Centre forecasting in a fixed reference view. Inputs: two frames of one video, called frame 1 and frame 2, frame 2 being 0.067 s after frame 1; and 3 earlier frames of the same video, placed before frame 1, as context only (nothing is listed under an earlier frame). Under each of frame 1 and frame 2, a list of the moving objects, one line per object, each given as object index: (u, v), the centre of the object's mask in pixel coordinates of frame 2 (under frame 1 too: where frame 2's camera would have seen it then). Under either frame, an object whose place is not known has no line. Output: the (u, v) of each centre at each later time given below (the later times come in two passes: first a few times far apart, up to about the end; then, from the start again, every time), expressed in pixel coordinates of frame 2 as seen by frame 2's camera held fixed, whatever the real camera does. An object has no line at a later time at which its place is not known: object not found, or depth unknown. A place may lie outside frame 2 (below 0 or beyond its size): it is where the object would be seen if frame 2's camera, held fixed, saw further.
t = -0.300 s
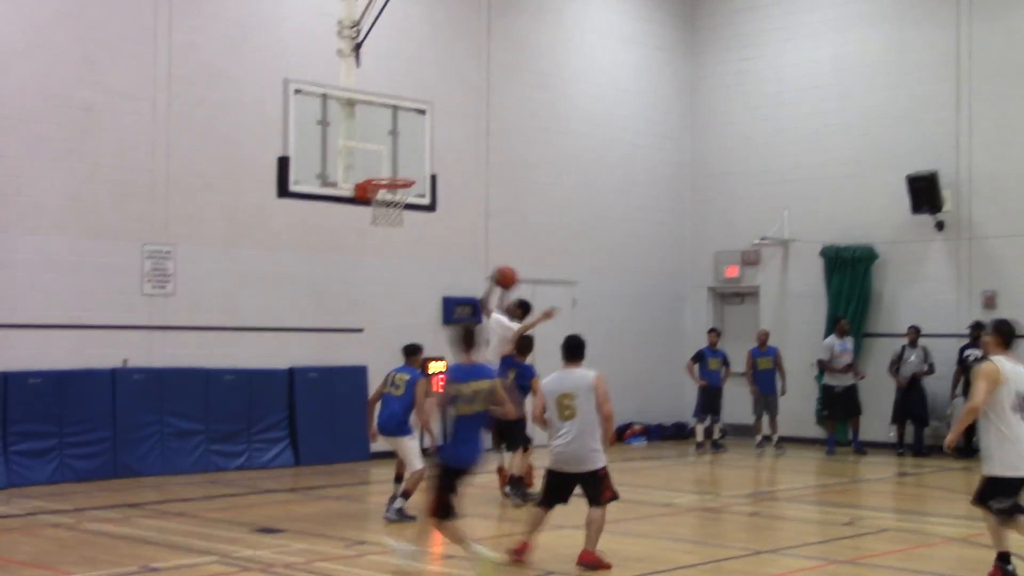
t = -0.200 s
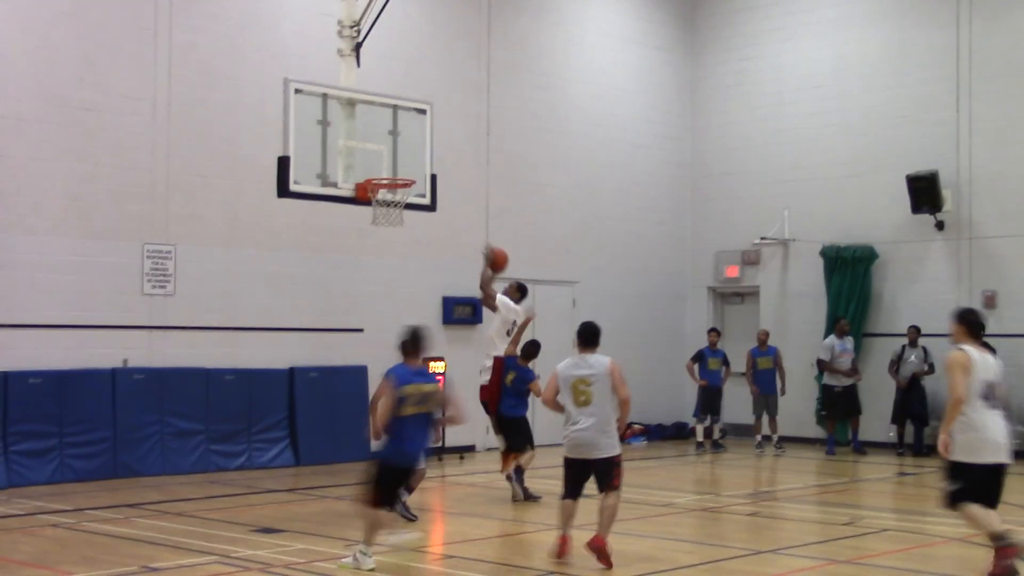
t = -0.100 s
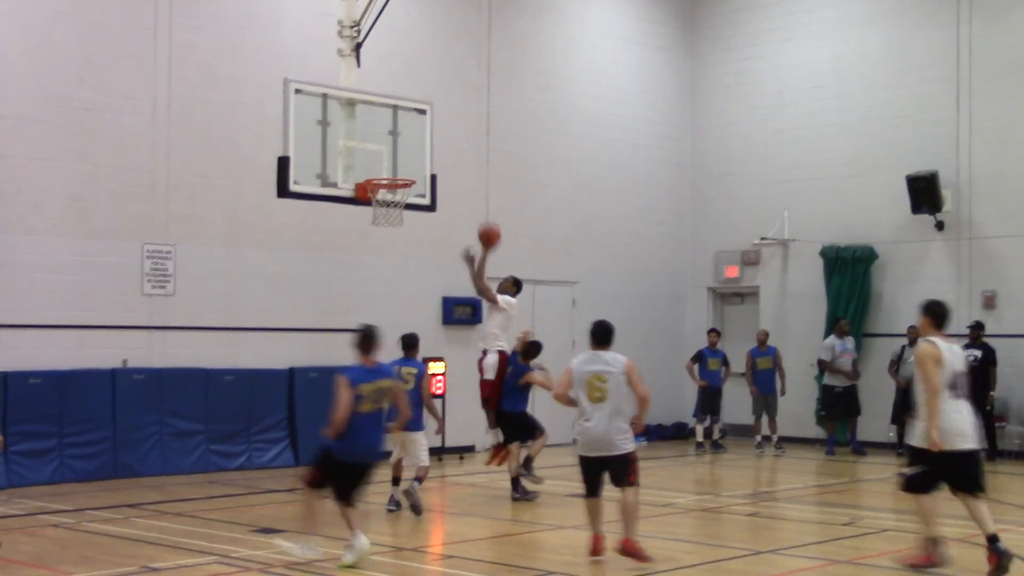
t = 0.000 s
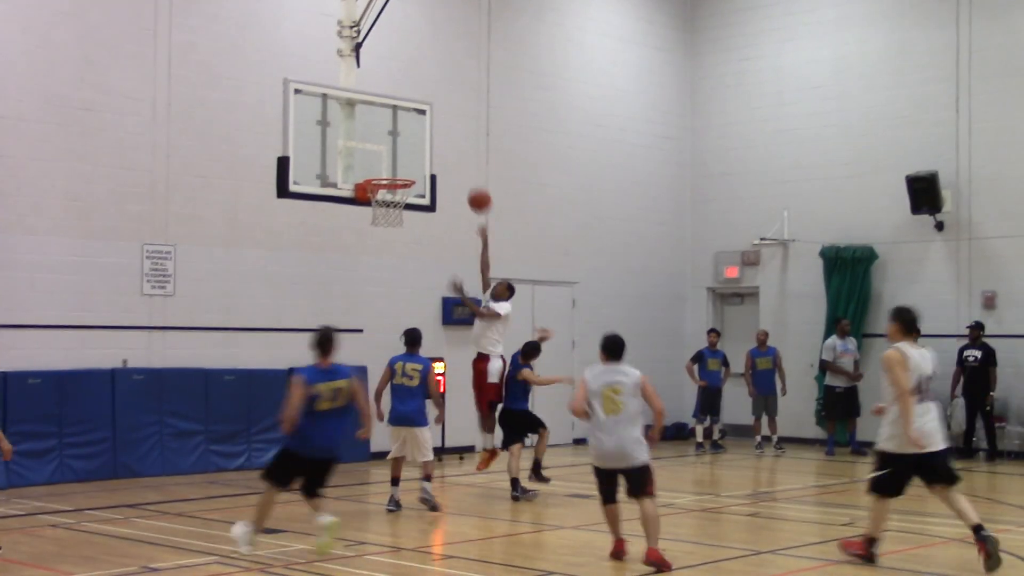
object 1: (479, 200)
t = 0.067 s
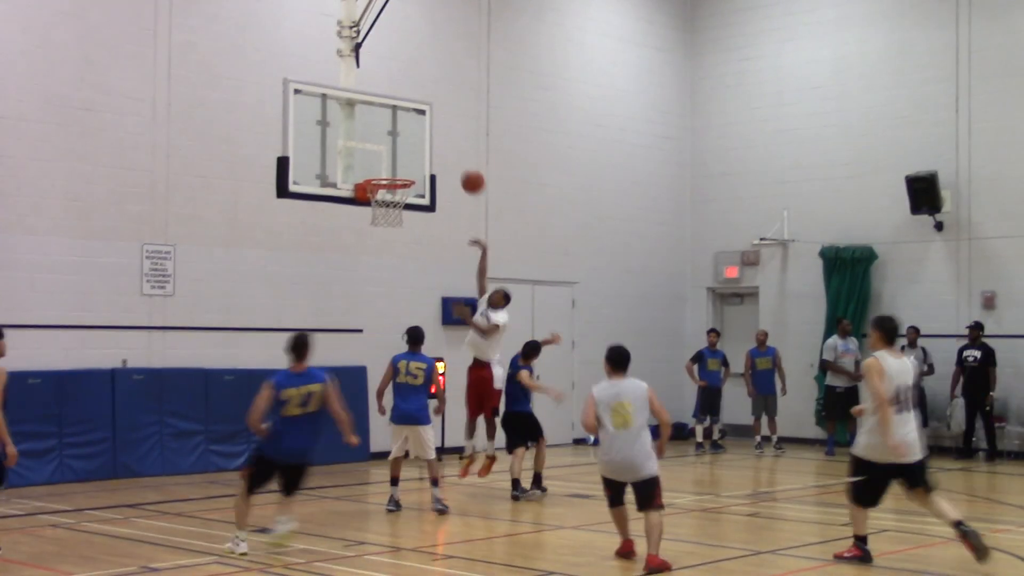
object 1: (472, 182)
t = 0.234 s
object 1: (456, 153)
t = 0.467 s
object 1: (431, 159)
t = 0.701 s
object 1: (434, 206)
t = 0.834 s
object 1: (451, 248)
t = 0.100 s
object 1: (469, 174)
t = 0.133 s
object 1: (466, 167)
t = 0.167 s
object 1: (463, 161)
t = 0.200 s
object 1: (460, 157)
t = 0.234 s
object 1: (456, 153)
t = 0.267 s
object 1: (453, 151)
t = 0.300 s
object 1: (449, 149)
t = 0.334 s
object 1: (445, 149)
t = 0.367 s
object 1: (442, 150)
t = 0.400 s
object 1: (439, 152)
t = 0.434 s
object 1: (435, 155)
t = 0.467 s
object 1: (431, 159)
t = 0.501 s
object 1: (428, 163)
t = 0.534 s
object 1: (424, 170)
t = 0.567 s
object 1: (421, 176)
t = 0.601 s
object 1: (420, 184)
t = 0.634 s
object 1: (424, 190)
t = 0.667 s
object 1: (429, 198)
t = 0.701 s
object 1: (434, 206)
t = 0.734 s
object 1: (438, 214)
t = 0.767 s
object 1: (442, 224)
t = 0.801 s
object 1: (447, 236)
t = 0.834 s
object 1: (451, 248)
